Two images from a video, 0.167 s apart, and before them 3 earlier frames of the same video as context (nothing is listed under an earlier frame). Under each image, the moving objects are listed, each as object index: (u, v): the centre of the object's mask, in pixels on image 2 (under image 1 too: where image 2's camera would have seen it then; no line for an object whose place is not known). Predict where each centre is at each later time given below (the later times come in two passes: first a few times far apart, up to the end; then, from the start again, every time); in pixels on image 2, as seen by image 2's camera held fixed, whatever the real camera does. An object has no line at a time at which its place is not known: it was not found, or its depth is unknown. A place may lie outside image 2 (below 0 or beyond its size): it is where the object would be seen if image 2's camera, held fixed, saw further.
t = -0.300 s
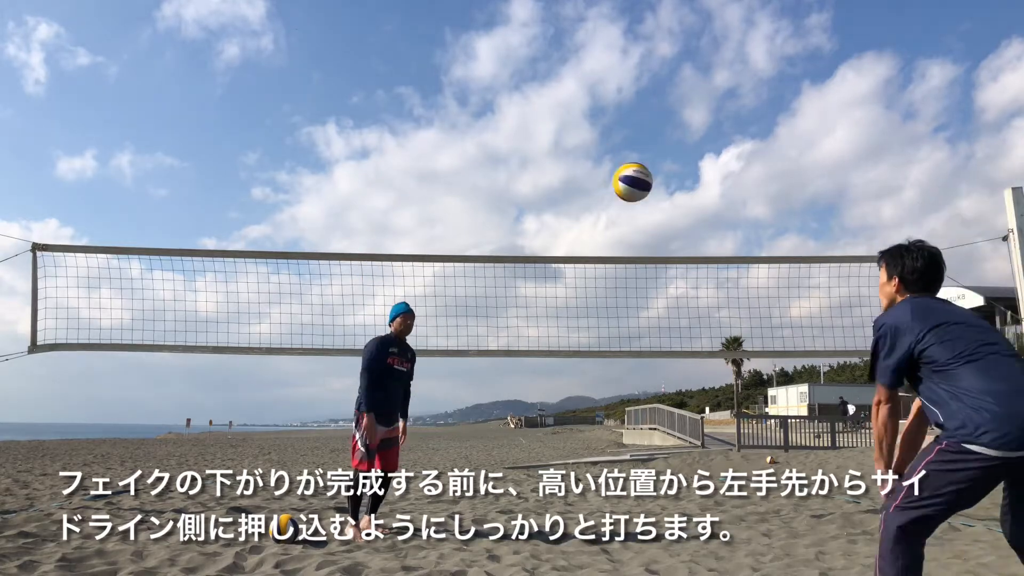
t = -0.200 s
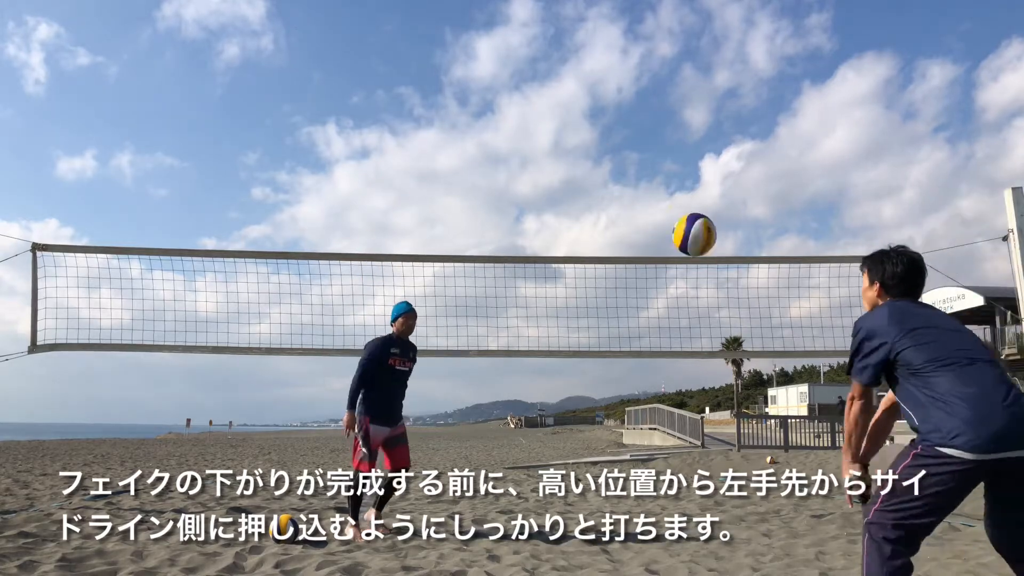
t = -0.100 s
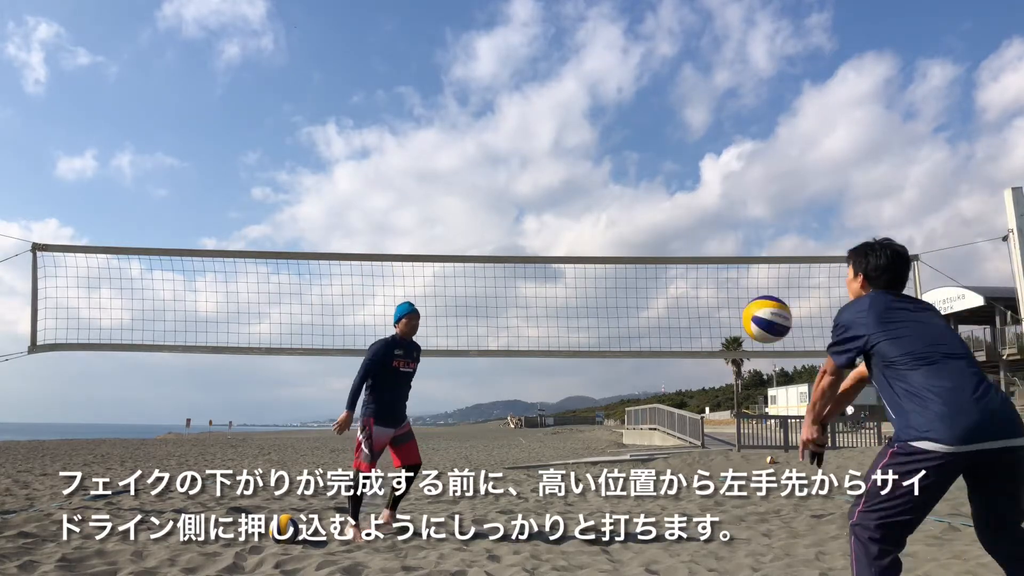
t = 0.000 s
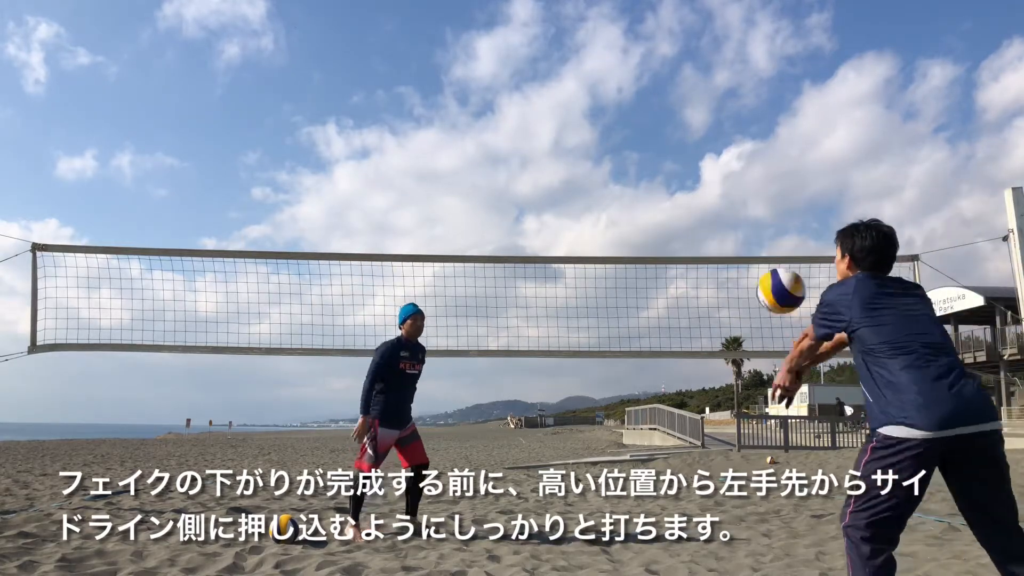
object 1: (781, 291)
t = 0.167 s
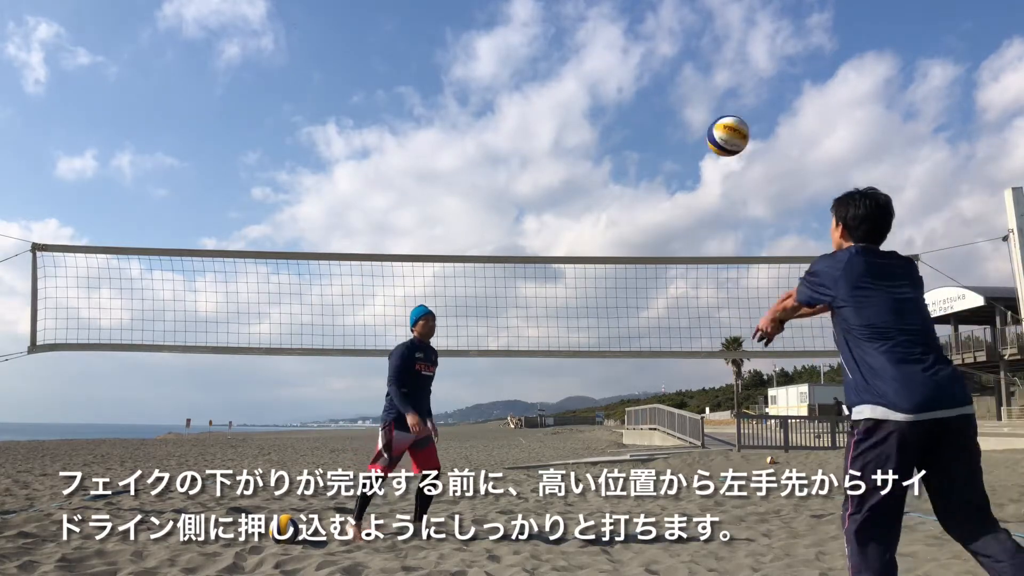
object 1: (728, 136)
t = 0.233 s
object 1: (710, 96)
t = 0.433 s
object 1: (666, 36)
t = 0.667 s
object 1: (625, 46)
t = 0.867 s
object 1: (595, 107)
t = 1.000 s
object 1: (577, 170)
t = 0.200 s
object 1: (719, 115)
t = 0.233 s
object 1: (710, 96)
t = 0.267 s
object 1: (702, 81)
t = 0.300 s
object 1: (694, 67)
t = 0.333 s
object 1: (686, 56)
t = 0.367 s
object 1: (679, 48)
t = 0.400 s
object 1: (673, 41)
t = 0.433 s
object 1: (666, 36)
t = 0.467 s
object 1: (659, 32)
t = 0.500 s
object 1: (653, 31)
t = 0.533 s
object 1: (647, 31)
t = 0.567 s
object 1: (642, 33)
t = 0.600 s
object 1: (636, 36)
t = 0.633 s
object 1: (631, 40)
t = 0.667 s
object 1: (625, 46)
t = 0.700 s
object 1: (620, 53)
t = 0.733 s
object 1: (615, 62)
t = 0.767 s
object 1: (610, 71)
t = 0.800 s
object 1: (605, 82)
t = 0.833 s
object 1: (600, 94)
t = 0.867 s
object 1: (595, 107)
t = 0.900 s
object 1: (590, 121)
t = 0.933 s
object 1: (586, 136)
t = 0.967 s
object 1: (582, 153)
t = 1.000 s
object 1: (577, 170)
